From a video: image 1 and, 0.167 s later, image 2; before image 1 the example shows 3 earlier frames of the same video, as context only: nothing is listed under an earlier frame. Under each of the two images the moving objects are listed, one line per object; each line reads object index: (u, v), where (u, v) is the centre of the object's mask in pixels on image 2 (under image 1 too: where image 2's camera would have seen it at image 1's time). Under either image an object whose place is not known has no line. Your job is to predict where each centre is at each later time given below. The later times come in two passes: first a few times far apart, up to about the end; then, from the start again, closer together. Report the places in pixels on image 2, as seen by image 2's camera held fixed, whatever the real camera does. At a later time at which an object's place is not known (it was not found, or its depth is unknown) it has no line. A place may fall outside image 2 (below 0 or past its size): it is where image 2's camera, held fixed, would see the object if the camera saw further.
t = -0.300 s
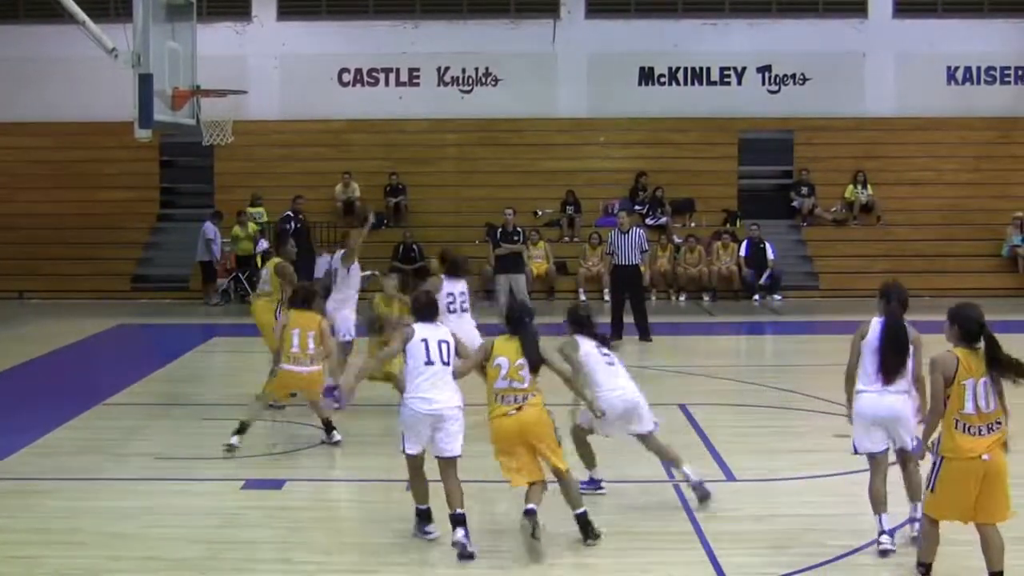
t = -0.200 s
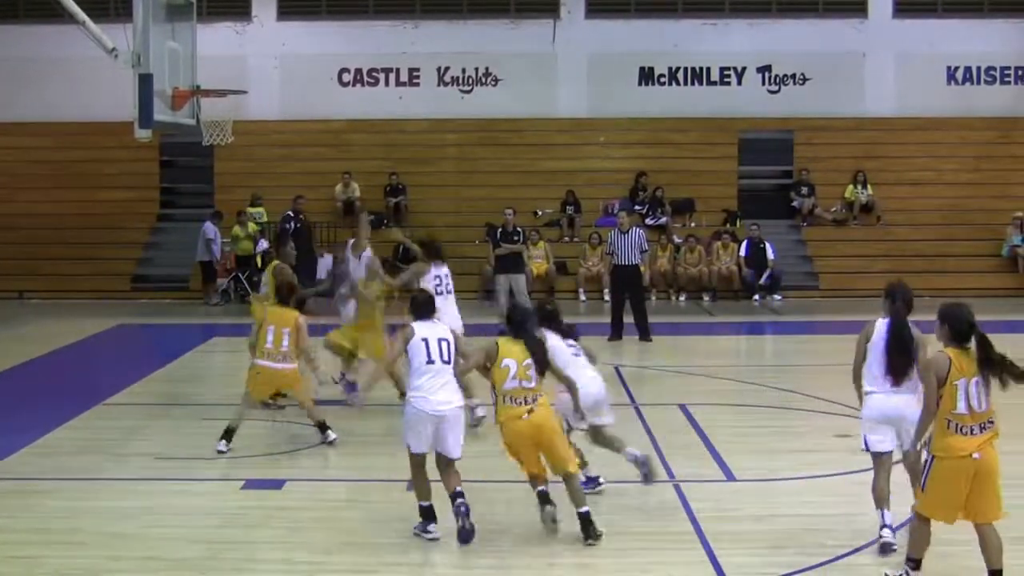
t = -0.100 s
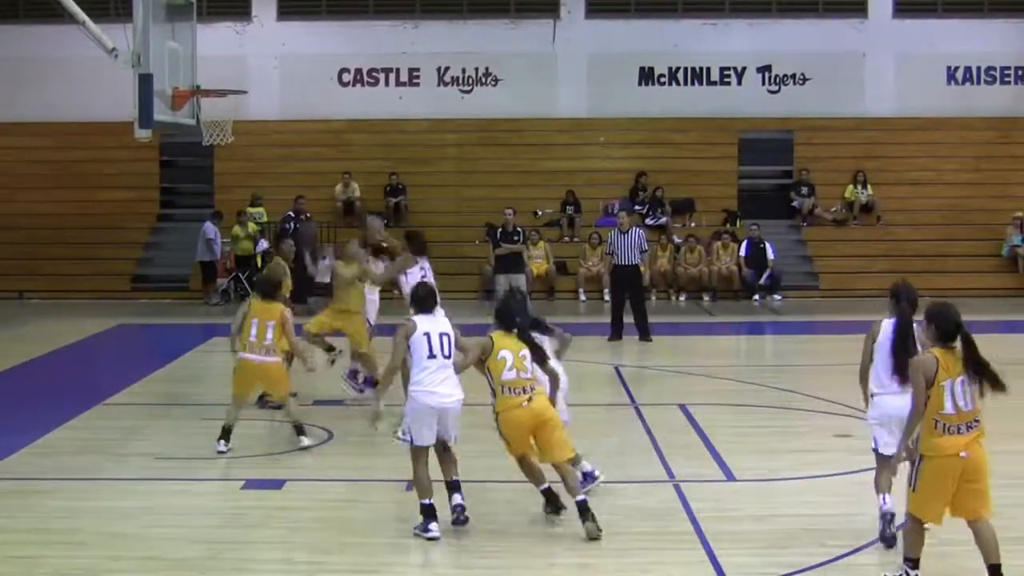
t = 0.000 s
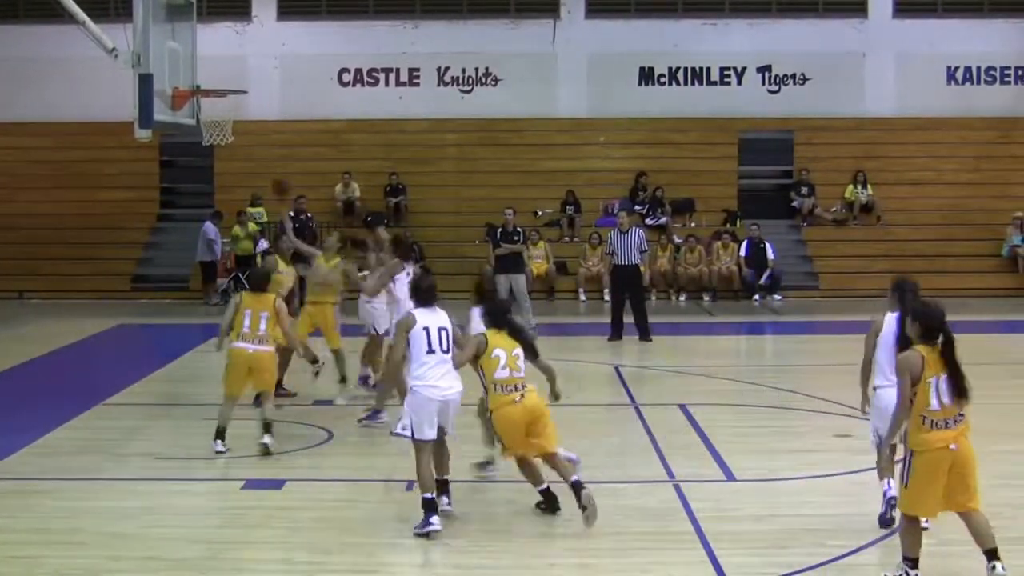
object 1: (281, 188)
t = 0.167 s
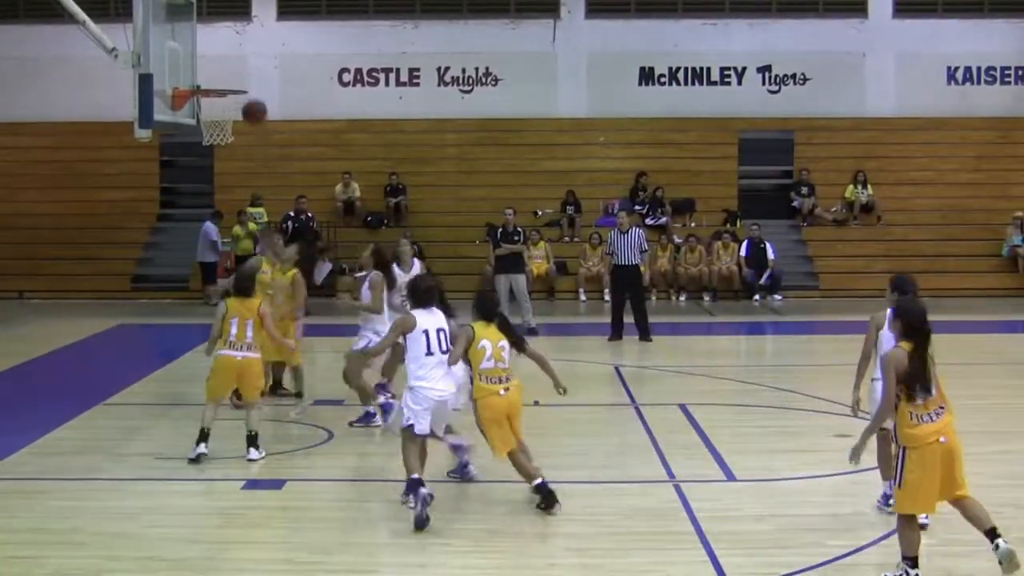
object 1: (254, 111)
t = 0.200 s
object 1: (248, 100)
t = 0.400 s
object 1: (209, 53)
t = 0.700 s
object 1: (214, 58)
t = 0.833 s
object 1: (226, 81)
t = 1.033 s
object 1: (214, 78)
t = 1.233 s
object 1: (214, 79)
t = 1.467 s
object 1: (232, 110)
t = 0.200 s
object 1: (248, 100)
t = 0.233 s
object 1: (242, 89)
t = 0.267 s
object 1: (235, 79)
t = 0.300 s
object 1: (229, 71)
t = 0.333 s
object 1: (222, 64)
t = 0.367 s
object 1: (215, 58)
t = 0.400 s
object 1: (209, 53)
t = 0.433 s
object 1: (202, 49)
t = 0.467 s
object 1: (196, 46)
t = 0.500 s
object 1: (192, 45)
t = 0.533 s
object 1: (196, 44)
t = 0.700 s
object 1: (214, 58)
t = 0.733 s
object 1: (218, 64)
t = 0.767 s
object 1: (222, 72)
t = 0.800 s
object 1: (226, 80)
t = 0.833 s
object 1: (226, 81)
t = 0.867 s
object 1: (225, 81)
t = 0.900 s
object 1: (225, 82)
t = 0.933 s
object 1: (224, 82)
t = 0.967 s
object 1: (220, 81)
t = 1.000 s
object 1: (217, 78)
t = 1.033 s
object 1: (214, 78)
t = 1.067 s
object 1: (211, 77)
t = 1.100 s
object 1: (208, 78)
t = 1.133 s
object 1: (204, 79)
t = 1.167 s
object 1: (206, 79)
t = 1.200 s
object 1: (210, 79)
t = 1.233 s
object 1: (214, 79)
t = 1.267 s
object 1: (219, 80)
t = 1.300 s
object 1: (223, 81)
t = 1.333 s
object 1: (227, 89)
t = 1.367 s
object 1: (231, 94)
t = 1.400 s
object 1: (233, 100)
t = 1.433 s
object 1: (233, 105)
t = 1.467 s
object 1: (232, 110)
